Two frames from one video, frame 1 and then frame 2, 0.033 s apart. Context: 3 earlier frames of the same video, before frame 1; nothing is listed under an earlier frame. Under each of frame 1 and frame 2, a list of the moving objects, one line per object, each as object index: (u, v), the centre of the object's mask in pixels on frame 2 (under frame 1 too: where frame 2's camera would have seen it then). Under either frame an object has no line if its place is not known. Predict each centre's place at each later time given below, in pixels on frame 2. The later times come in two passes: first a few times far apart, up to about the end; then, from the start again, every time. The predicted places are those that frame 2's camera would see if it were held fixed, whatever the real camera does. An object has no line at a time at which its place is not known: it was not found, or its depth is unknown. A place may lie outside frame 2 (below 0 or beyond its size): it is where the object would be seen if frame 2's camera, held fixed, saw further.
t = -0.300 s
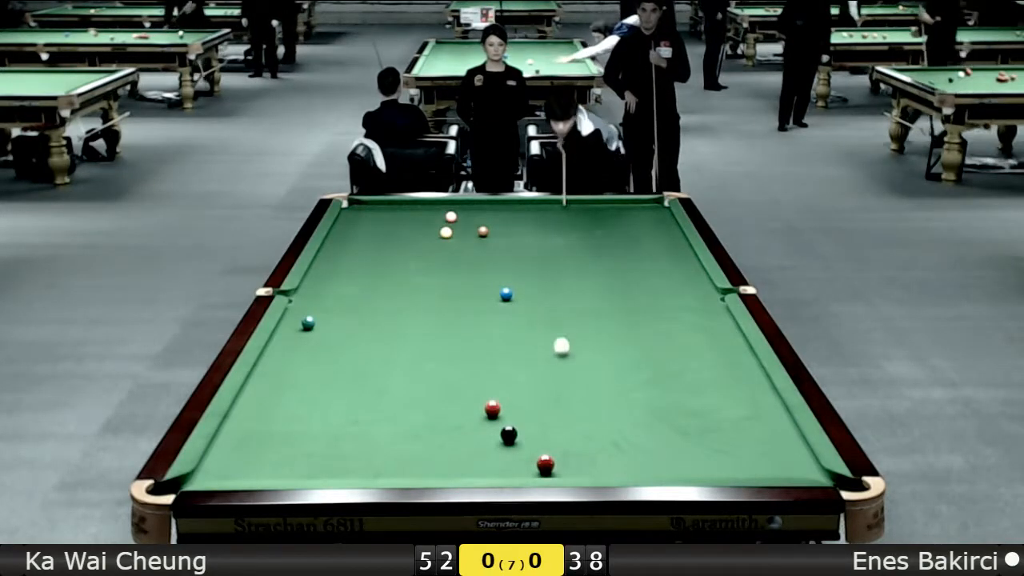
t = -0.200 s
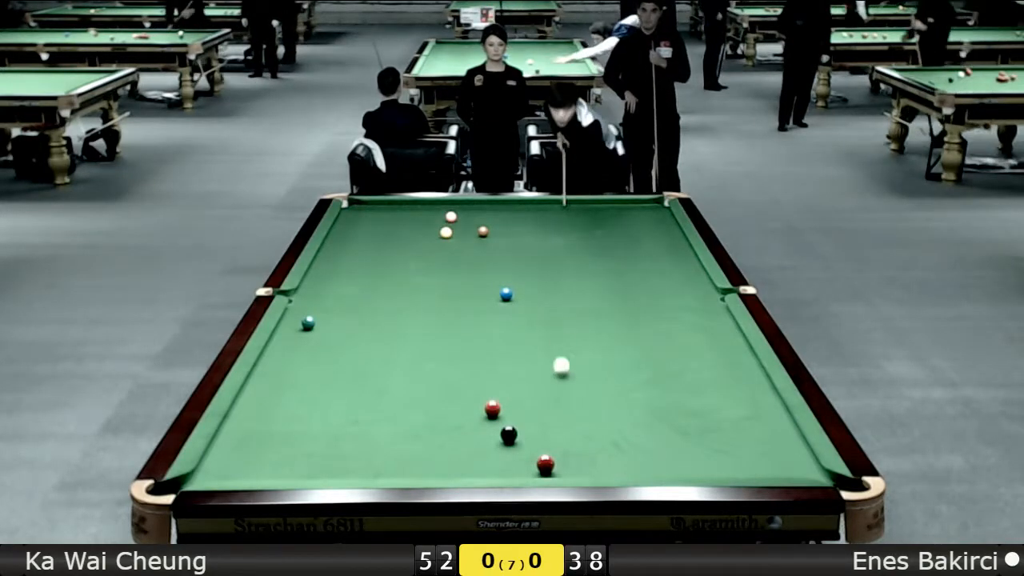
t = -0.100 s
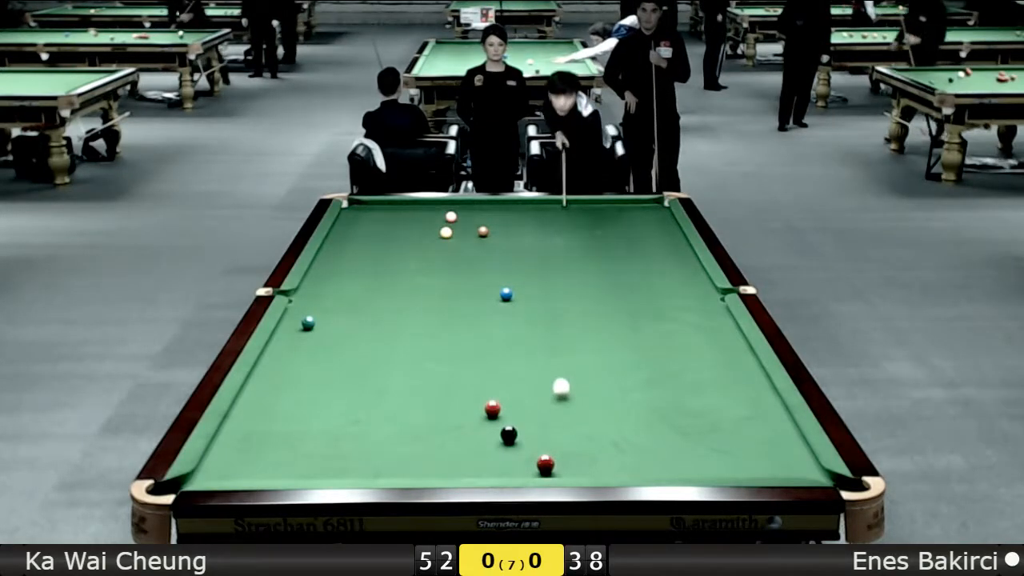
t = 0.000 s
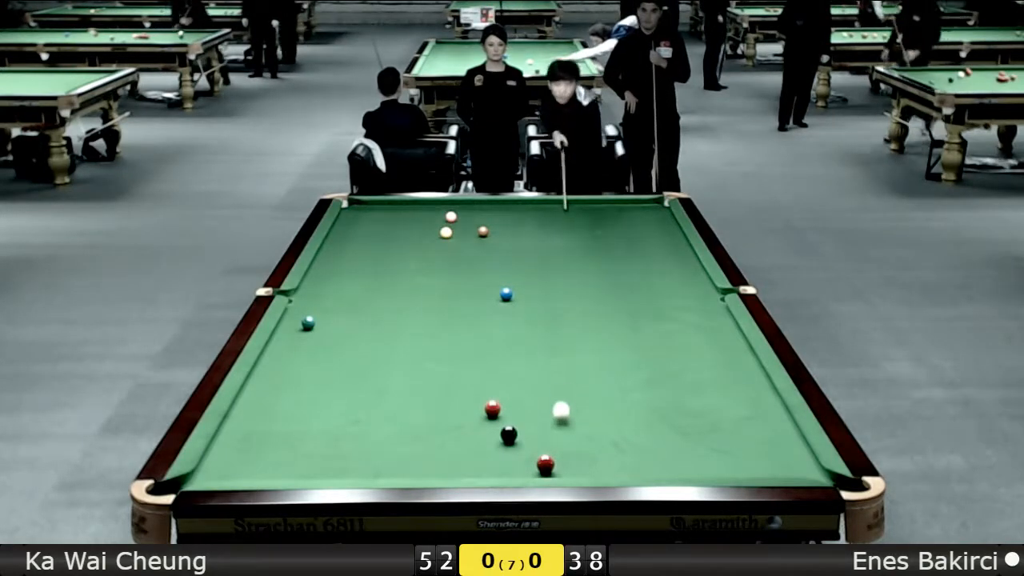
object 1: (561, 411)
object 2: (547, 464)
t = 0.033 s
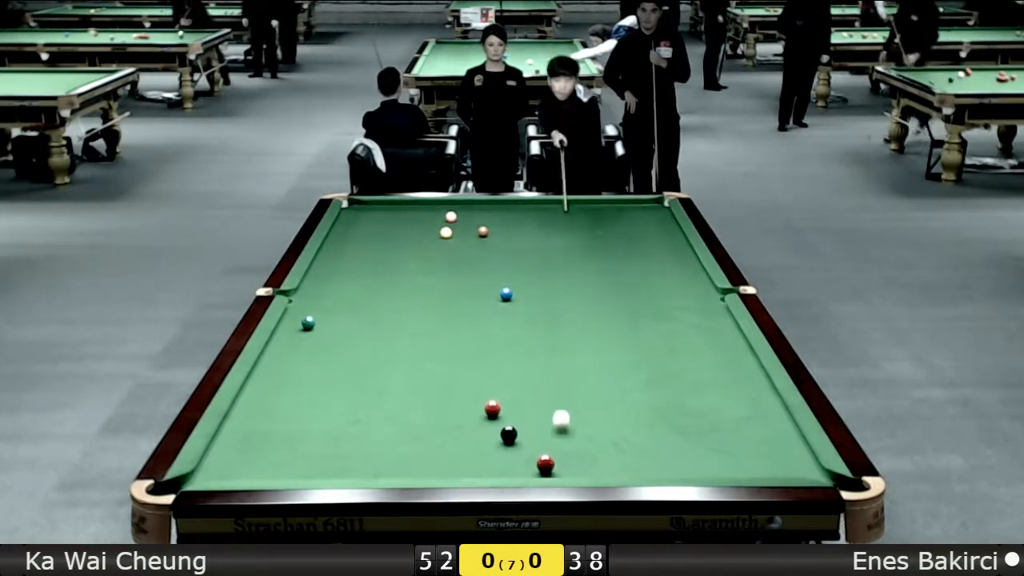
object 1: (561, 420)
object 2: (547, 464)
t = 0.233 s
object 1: (577, 469)
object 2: (530, 466)
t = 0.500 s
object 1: (611, 435)
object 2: (477, 472)
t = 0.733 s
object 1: (633, 408)
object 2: (441, 467)
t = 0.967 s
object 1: (653, 383)
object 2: (407, 463)
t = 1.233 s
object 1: (674, 359)
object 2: (370, 456)
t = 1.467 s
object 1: (689, 340)
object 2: (340, 452)
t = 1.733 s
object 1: (706, 321)
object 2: (309, 448)
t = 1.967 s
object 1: (718, 306)
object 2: (283, 444)
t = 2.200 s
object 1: (704, 294)
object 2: (259, 441)
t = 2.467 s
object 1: (688, 282)
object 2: (234, 438)
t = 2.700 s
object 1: (674, 272)
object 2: (228, 435)
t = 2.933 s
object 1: (662, 263)
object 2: (240, 433)
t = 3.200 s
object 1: (650, 254)
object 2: (252, 431)
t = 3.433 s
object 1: (640, 247)
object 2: (261, 430)
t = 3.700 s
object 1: (630, 239)
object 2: (270, 428)
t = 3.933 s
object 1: (622, 233)
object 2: (275, 428)
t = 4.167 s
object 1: (615, 227)
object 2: (279, 427)
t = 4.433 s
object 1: (607, 221)
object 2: (283, 426)
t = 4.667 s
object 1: (601, 216)
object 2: (284, 426)
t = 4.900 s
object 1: (595, 211)
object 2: (284, 426)
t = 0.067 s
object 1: (561, 429)
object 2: (547, 464)
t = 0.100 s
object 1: (561, 437)
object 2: (547, 464)
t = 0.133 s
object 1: (561, 446)
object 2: (547, 464)
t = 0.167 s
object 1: (561, 456)
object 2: (546, 464)
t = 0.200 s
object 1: (569, 464)
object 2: (539, 464)
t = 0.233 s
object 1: (577, 469)
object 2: (530, 466)
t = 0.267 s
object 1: (584, 470)
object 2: (523, 468)
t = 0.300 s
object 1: (589, 466)
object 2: (514, 469)
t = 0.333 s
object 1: (592, 461)
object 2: (508, 471)
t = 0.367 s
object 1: (596, 454)
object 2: (500, 472)
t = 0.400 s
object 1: (600, 449)
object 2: (494, 473)
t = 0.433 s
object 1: (604, 444)
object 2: (487, 473)
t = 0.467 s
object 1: (607, 440)
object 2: (482, 472)
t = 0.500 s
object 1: (611, 435)
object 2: (477, 472)
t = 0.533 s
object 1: (614, 431)
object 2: (471, 471)
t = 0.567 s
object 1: (617, 427)
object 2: (467, 471)
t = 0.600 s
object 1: (621, 423)
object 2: (461, 471)
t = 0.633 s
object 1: (624, 419)
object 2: (456, 470)
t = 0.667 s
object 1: (627, 415)
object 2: (451, 469)
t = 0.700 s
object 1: (630, 412)
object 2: (445, 468)
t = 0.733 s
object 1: (633, 408)
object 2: (441, 467)
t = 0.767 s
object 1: (636, 404)
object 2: (436, 466)
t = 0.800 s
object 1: (639, 400)
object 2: (430, 466)
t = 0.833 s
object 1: (642, 397)
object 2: (426, 465)
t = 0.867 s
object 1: (645, 394)
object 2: (421, 465)
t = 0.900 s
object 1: (648, 390)
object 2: (416, 464)
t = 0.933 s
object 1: (651, 387)
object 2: (412, 463)
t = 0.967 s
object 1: (653, 383)
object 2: (407, 463)
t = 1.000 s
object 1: (656, 380)
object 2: (402, 461)
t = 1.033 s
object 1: (658, 377)
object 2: (398, 460)
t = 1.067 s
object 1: (661, 374)
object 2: (393, 460)
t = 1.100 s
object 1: (664, 371)
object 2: (388, 459)
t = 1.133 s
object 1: (666, 368)
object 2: (384, 459)
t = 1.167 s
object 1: (669, 365)
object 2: (379, 458)
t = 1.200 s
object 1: (671, 362)
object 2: (374, 457)
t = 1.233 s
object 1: (674, 359)
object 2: (370, 456)
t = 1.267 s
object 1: (676, 356)
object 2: (366, 456)
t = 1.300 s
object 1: (678, 354)
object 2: (362, 456)
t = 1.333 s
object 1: (680, 351)
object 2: (357, 455)
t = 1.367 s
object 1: (683, 348)
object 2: (353, 454)
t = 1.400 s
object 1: (685, 345)
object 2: (349, 453)
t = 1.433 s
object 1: (687, 343)
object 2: (345, 453)
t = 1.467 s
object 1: (689, 340)
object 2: (340, 452)
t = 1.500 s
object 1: (691, 338)
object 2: (336, 452)
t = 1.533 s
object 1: (694, 335)
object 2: (332, 451)
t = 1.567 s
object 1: (696, 333)
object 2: (328, 450)
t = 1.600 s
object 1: (698, 331)
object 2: (324, 450)
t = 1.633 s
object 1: (700, 328)
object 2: (320, 450)
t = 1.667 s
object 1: (701, 326)
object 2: (316, 449)
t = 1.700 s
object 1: (704, 324)
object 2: (312, 449)
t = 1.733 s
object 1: (706, 321)
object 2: (309, 448)
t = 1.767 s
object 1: (707, 319)
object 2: (305, 448)
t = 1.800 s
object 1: (709, 317)
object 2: (301, 447)
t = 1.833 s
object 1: (711, 315)
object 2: (297, 446)
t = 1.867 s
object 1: (713, 313)
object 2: (294, 446)
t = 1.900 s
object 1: (715, 310)
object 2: (290, 445)
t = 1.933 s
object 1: (716, 308)
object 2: (286, 444)
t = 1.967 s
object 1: (718, 306)
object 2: (283, 444)
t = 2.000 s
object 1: (719, 304)
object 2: (279, 444)
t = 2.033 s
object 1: (716, 302)
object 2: (276, 443)
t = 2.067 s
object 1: (714, 301)
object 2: (272, 443)
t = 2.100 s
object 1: (711, 299)
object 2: (269, 442)
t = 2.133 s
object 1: (709, 297)
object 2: (266, 442)
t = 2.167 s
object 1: (707, 296)
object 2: (262, 442)
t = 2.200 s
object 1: (704, 294)
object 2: (259, 441)
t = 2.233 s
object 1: (702, 293)
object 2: (256, 441)
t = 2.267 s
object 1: (700, 291)
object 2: (252, 441)
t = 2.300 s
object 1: (698, 289)
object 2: (249, 440)
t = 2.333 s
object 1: (696, 288)
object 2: (246, 440)
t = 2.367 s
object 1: (694, 287)
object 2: (243, 439)
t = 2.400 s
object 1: (692, 285)
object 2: (240, 438)
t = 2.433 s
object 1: (690, 283)
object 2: (237, 438)
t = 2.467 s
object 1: (688, 282)
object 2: (234, 438)
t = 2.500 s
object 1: (686, 280)
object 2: (231, 437)
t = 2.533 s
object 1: (683, 279)
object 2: (228, 436)
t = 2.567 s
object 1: (682, 278)
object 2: (225, 436)
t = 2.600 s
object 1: (680, 276)
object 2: (222, 436)
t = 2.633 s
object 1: (678, 275)
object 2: (223, 435)
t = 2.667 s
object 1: (676, 274)
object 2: (226, 435)
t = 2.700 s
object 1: (674, 272)
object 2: (228, 435)
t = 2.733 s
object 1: (673, 271)
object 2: (229, 434)
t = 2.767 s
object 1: (671, 270)
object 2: (231, 434)
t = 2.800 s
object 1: (669, 268)
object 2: (233, 434)
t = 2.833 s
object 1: (668, 267)
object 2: (235, 434)
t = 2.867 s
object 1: (666, 266)
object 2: (237, 434)
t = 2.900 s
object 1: (664, 265)
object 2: (239, 434)
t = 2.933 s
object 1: (662, 263)
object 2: (240, 433)
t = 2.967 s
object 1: (661, 262)
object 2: (242, 433)
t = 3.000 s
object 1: (659, 261)
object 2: (244, 432)
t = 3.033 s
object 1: (658, 260)
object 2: (245, 432)
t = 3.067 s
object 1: (656, 259)
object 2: (247, 432)
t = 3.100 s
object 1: (655, 257)
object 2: (248, 432)
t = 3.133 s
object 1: (653, 256)
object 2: (250, 432)
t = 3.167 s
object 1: (651, 255)
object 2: (251, 431)
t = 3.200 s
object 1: (650, 254)
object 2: (252, 431)
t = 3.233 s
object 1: (649, 253)
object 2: (254, 431)
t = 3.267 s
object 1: (647, 252)
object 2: (255, 431)
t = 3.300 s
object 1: (646, 251)
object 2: (257, 431)
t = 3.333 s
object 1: (644, 250)
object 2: (258, 430)
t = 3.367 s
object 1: (643, 249)
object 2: (259, 430)
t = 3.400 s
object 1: (641, 248)
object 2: (260, 430)
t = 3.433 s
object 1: (640, 247)
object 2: (261, 430)
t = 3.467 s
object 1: (639, 246)
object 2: (262, 430)
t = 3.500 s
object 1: (638, 245)
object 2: (263, 430)
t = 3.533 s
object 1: (636, 243)
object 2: (264, 429)
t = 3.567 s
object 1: (635, 243)
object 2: (266, 429)
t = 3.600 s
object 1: (634, 242)
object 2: (267, 429)
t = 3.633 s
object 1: (633, 241)
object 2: (268, 429)
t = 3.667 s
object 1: (631, 240)
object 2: (269, 428)
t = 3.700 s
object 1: (630, 239)
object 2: (270, 428)
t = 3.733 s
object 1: (629, 238)
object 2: (270, 428)
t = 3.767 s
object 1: (628, 237)
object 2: (271, 428)
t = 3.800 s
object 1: (627, 236)
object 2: (272, 428)
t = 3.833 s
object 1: (626, 235)
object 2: (273, 428)
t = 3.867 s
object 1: (624, 234)
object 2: (274, 427)
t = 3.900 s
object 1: (623, 233)
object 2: (275, 428)
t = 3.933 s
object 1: (622, 233)
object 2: (275, 428)
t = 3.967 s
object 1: (621, 232)
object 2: (276, 428)
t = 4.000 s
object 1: (620, 231)
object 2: (276, 427)
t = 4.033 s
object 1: (619, 230)
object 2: (277, 427)
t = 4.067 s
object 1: (618, 229)
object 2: (278, 427)
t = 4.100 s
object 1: (617, 228)
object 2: (278, 427)
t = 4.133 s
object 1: (616, 228)
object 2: (279, 427)
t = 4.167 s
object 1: (615, 227)
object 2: (279, 427)
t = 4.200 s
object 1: (614, 226)
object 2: (280, 427)
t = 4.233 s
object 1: (613, 225)
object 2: (280, 427)
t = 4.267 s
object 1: (612, 224)
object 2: (281, 427)
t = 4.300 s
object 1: (611, 224)
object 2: (281, 427)
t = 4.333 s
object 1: (610, 223)
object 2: (282, 426)
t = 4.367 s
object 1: (608, 222)
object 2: (282, 426)
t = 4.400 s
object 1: (608, 221)
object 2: (282, 426)
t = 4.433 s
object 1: (607, 221)
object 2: (283, 426)
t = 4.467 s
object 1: (606, 220)
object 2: (283, 426)
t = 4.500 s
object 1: (605, 219)
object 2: (283, 426)
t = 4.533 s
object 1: (604, 218)
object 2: (283, 426)
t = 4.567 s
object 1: (603, 218)
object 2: (283, 426)
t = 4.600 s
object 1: (602, 217)
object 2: (283, 426)
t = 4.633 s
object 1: (601, 216)
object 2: (284, 426)
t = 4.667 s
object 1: (601, 216)
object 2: (284, 426)
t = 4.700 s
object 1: (600, 215)
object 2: (284, 426)
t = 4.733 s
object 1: (599, 215)
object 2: (284, 426)
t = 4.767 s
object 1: (598, 214)
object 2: (284, 426)
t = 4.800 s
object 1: (597, 213)
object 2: (284, 426)
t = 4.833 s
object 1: (597, 213)
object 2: (284, 426)
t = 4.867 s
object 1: (596, 212)
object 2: (284, 426)
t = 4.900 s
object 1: (595, 211)
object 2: (284, 426)
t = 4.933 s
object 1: (594, 211)
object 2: (284, 426)
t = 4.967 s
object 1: (594, 210)
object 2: (284, 426)
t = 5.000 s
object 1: (593, 210)
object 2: (284, 426)
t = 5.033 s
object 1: (592, 209)
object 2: (284, 426)
